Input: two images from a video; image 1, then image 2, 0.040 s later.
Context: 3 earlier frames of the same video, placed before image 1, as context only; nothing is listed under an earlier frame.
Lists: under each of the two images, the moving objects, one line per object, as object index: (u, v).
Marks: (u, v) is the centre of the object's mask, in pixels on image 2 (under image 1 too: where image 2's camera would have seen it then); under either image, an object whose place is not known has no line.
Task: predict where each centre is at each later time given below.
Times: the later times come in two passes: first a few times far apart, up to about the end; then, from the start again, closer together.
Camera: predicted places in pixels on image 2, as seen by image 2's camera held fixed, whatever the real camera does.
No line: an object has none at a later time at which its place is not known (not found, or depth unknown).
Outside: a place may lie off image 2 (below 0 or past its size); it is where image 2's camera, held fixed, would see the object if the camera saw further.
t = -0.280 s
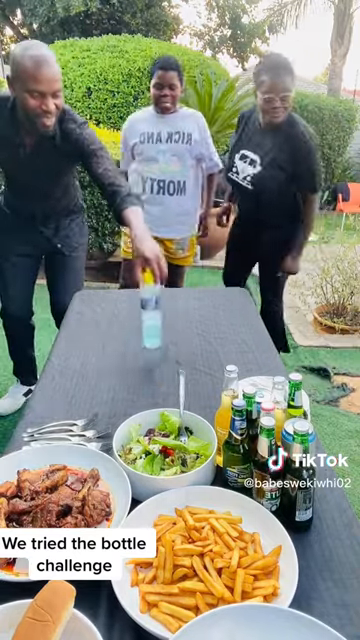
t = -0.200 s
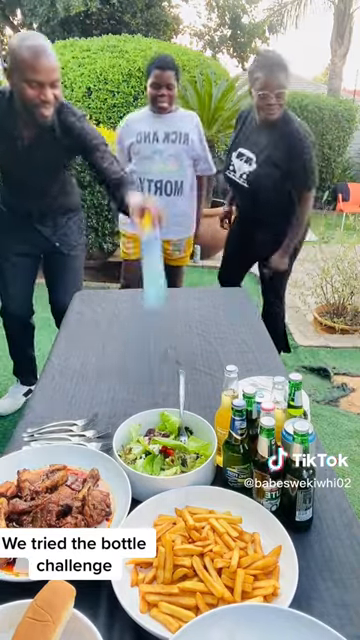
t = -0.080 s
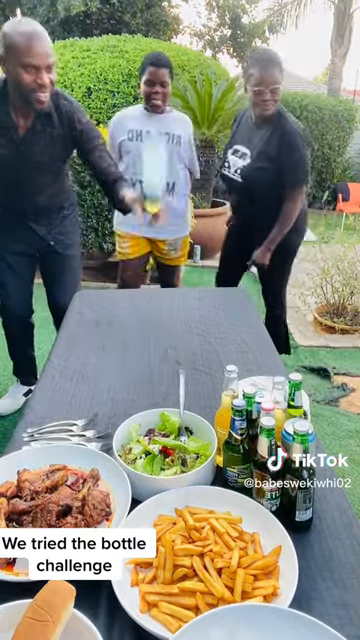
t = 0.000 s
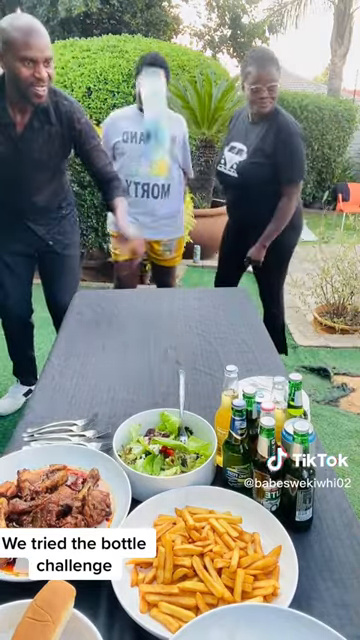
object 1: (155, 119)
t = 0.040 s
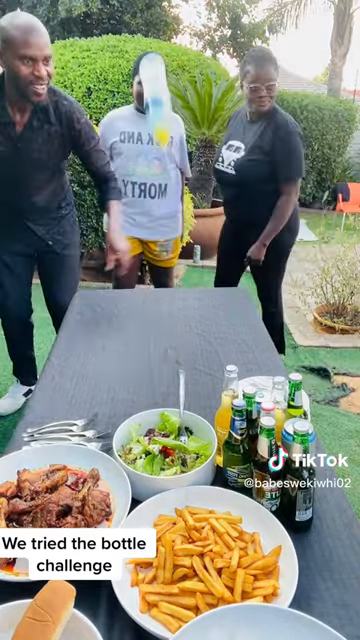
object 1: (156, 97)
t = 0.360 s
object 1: (160, 190)
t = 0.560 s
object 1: (161, 331)
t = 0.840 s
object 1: (166, 337)
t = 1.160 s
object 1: (171, 336)
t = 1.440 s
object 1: (169, 336)
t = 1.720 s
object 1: (166, 338)
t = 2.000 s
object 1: (160, 339)
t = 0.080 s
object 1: (156, 82)
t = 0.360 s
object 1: (160, 190)
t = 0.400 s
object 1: (160, 228)
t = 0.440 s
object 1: (162, 269)
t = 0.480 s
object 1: (162, 313)
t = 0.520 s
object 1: (162, 331)
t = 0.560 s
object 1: (161, 331)
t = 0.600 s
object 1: (161, 337)
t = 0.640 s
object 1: (162, 342)
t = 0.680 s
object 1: (161, 340)
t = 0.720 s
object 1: (162, 339)
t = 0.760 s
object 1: (163, 338)
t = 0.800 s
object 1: (164, 338)
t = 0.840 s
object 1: (166, 337)
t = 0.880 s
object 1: (167, 337)
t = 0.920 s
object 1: (168, 337)
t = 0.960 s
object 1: (169, 337)
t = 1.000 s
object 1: (169, 337)
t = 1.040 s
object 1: (170, 337)
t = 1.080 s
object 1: (170, 336)
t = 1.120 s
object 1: (170, 336)
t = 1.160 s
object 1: (171, 336)
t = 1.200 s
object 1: (171, 336)
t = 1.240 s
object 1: (171, 336)
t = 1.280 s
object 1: (171, 336)
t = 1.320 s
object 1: (170, 336)
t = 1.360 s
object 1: (170, 336)
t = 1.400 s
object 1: (170, 336)
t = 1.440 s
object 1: (169, 336)
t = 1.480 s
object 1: (169, 337)
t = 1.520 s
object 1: (169, 337)
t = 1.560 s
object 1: (168, 337)
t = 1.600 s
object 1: (167, 337)
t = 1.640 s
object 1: (167, 337)
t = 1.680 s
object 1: (166, 337)
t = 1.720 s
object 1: (166, 338)
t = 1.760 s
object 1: (165, 338)
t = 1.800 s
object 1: (164, 338)
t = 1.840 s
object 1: (162, 338)
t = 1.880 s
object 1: (161, 338)
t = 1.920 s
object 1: (161, 338)
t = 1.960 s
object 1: (161, 339)
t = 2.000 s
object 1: (160, 339)
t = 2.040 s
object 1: (158, 339)
